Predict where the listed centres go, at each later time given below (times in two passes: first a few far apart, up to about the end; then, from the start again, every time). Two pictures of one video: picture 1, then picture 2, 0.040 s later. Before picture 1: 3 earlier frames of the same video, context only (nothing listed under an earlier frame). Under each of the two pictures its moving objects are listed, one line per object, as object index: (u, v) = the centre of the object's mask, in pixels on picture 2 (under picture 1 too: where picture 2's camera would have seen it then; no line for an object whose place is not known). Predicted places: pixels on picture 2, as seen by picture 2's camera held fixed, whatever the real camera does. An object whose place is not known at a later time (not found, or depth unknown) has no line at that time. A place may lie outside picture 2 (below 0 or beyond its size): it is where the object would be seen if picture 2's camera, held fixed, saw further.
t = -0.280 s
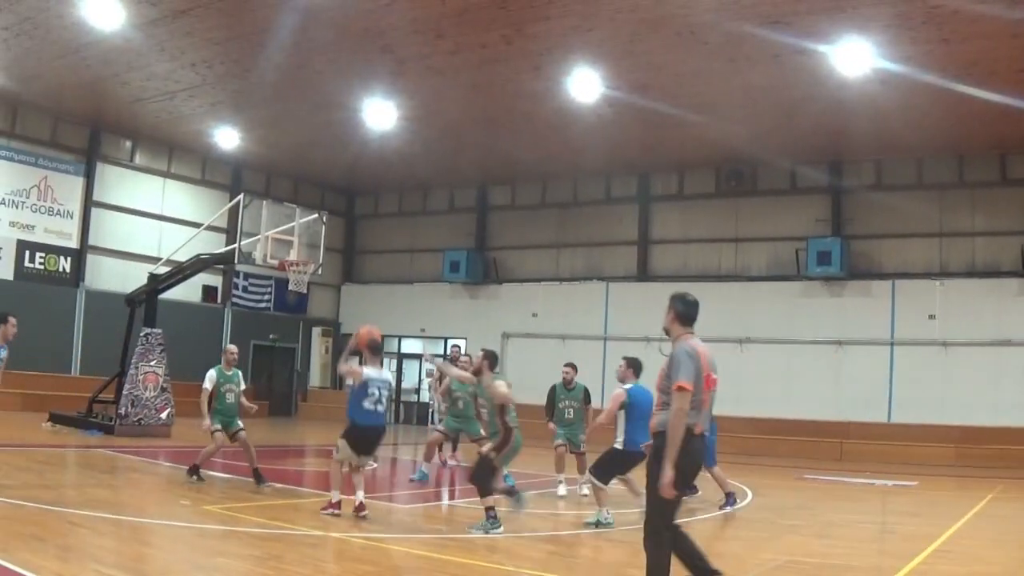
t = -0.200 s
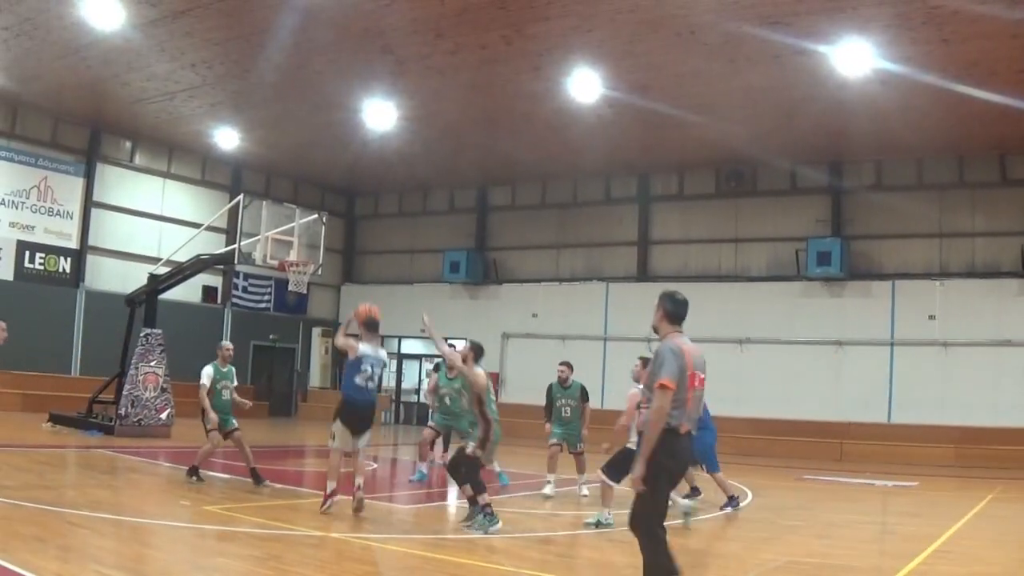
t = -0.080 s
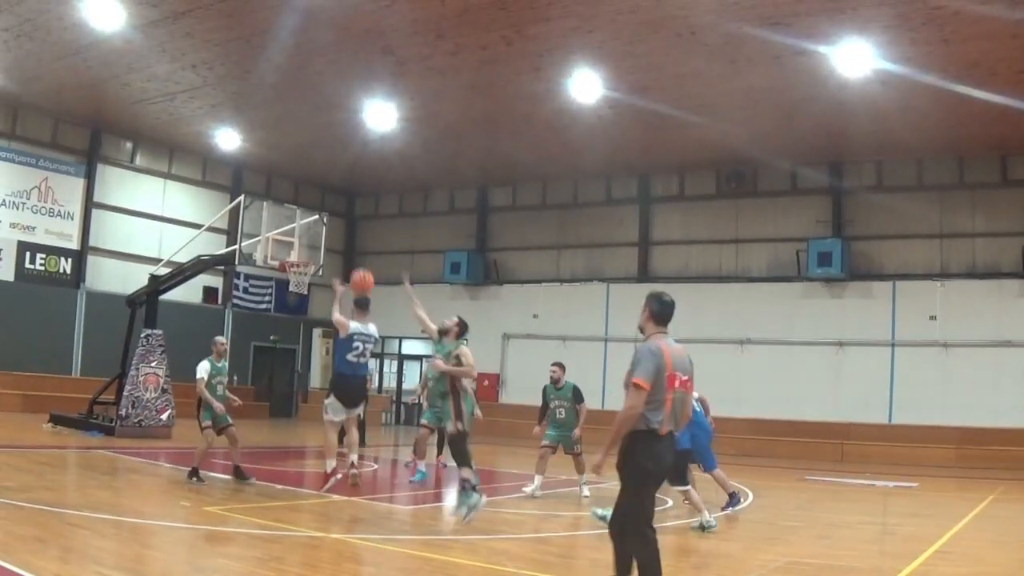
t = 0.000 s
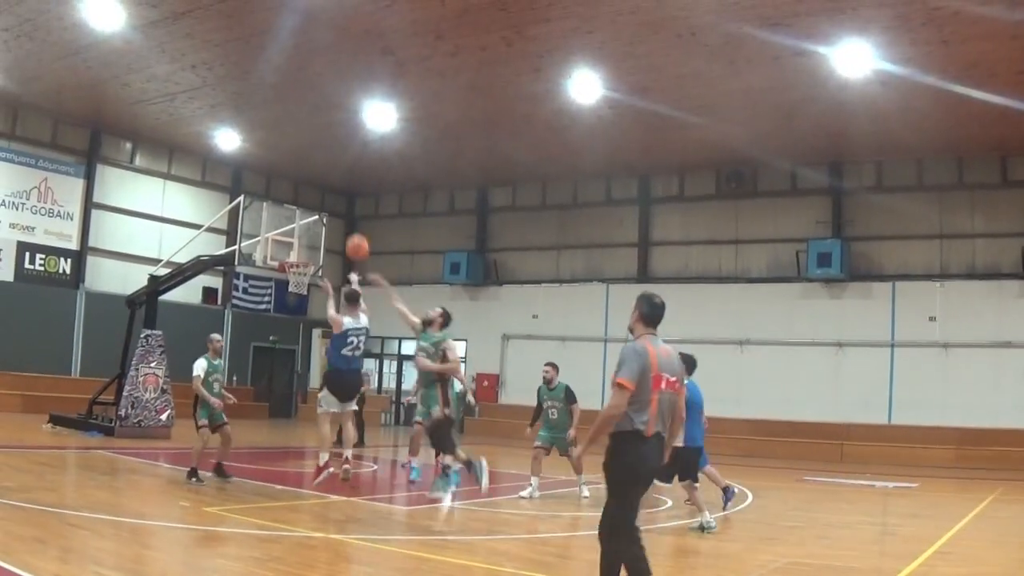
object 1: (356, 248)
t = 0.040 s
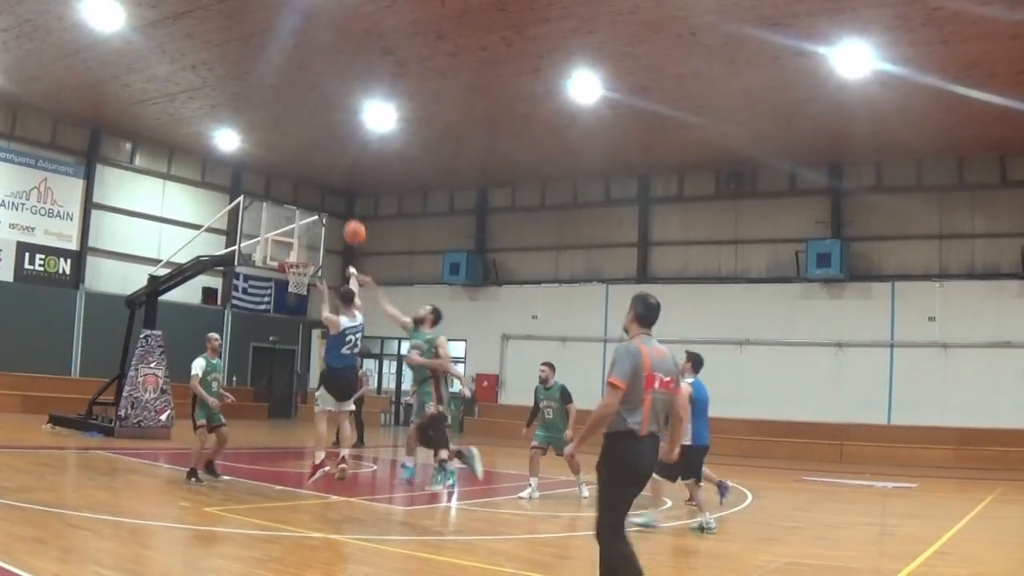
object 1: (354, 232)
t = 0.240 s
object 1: (342, 186)
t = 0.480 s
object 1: (326, 179)
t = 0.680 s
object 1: (313, 204)
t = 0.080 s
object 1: (352, 219)
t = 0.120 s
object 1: (349, 209)
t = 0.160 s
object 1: (347, 200)
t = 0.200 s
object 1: (344, 192)
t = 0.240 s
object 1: (342, 186)
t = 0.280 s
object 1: (339, 182)
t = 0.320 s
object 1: (337, 179)
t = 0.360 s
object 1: (334, 178)
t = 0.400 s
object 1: (332, 177)
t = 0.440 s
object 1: (329, 178)
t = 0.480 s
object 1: (326, 179)
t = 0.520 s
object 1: (324, 182)
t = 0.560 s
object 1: (321, 187)
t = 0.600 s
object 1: (318, 192)
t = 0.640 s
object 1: (316, 198)
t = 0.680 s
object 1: (313, 204)
